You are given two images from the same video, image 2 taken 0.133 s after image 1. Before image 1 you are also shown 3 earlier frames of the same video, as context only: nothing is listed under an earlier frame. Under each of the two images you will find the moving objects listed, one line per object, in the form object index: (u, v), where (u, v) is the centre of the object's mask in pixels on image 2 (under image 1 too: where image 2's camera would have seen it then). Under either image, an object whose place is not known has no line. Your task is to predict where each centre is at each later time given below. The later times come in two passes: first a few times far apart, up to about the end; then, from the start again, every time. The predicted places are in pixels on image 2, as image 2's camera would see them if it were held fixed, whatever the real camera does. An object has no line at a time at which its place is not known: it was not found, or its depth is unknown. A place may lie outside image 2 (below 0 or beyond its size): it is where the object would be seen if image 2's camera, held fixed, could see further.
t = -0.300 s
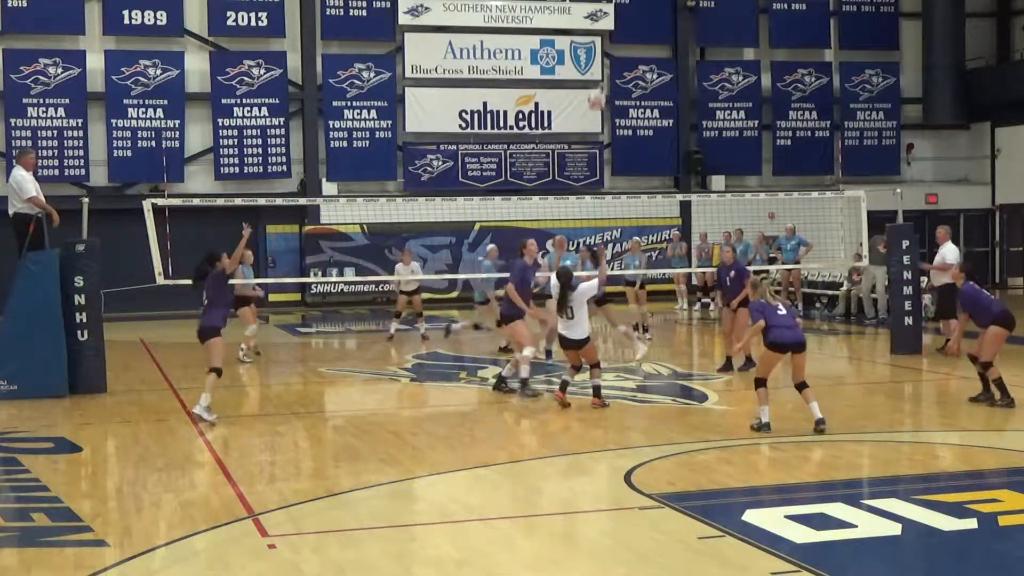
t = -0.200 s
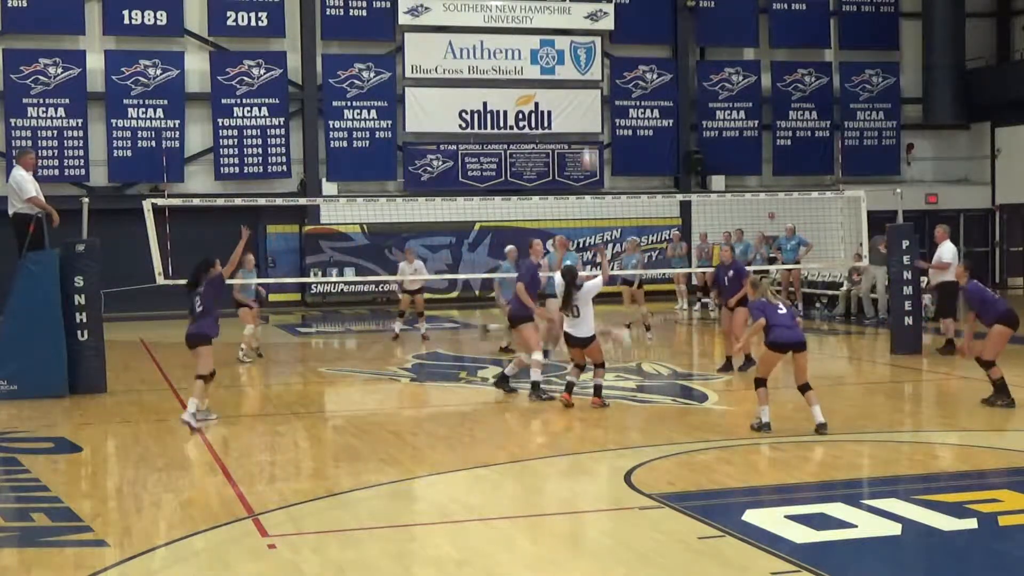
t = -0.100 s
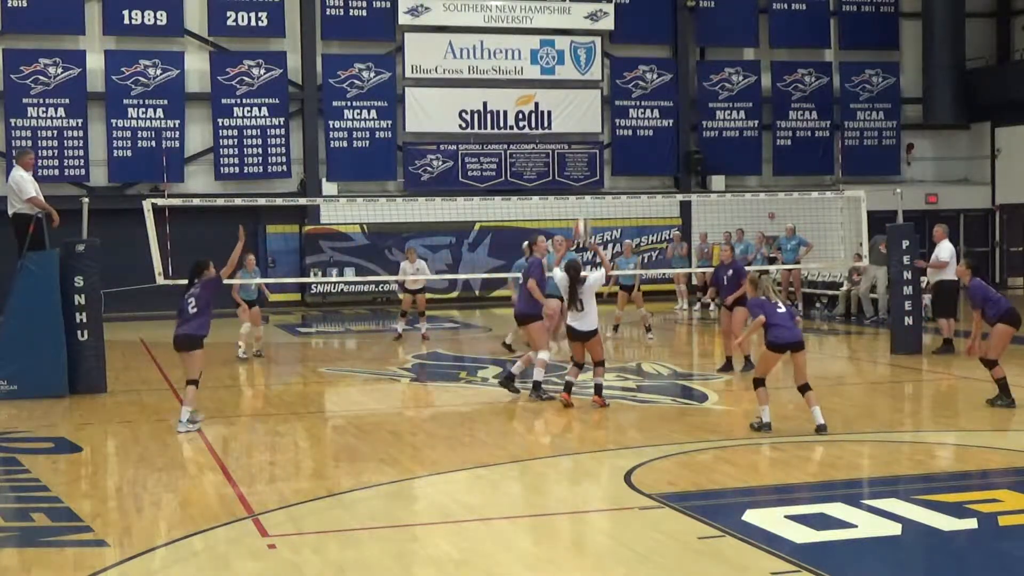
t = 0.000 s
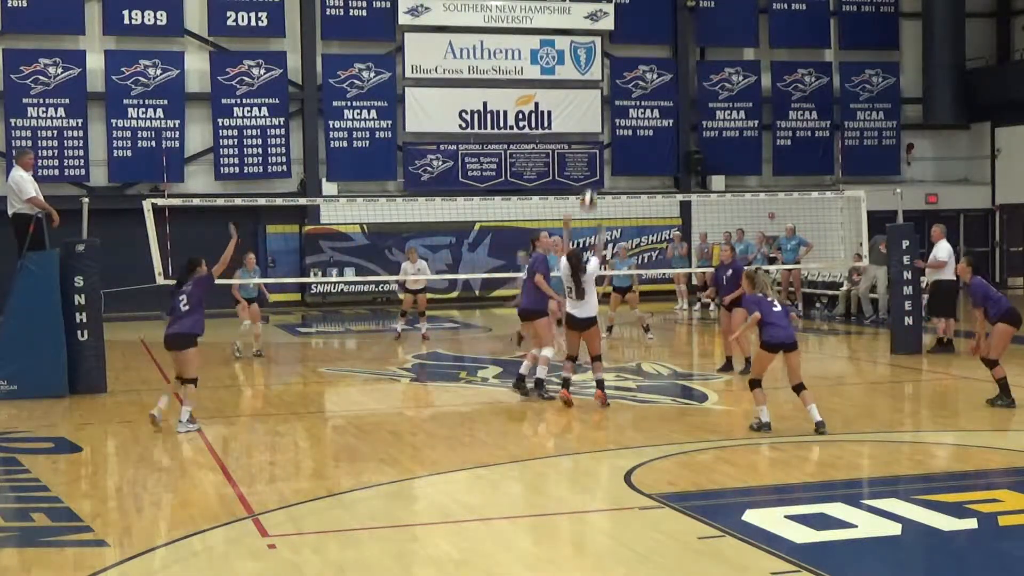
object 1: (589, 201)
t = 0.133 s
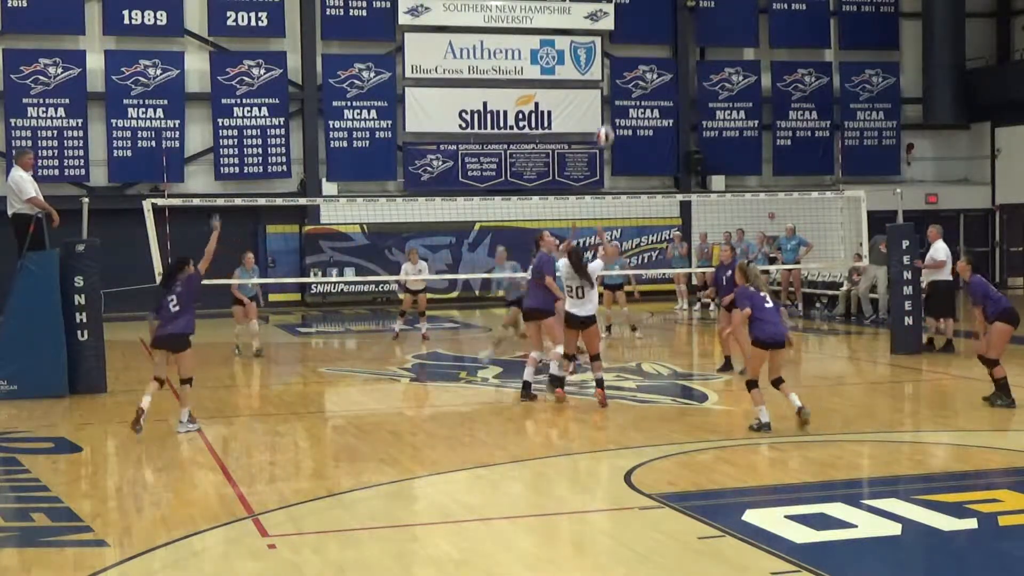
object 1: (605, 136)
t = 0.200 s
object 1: (612, 110)
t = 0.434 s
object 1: (638, 56)
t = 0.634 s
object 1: (661, 50)
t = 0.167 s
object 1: (608, 121)
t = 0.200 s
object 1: (612, 110)
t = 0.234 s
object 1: (616, 99)
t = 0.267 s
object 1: (619, 89)
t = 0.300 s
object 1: (624, 81)
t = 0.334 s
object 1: (626, 73)
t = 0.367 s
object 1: (631, 67)
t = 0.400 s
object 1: (634, 61)
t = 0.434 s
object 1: (638, 56)
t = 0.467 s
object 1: (642, 52)
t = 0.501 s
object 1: (646, 50)
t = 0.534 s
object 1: (649, 48)
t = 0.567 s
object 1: (654, 48)
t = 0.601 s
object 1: (657, 49)
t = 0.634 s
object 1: (661, 50)
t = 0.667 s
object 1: (664, 53)
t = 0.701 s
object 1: (668, 57)
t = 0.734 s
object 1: (671, 60)
